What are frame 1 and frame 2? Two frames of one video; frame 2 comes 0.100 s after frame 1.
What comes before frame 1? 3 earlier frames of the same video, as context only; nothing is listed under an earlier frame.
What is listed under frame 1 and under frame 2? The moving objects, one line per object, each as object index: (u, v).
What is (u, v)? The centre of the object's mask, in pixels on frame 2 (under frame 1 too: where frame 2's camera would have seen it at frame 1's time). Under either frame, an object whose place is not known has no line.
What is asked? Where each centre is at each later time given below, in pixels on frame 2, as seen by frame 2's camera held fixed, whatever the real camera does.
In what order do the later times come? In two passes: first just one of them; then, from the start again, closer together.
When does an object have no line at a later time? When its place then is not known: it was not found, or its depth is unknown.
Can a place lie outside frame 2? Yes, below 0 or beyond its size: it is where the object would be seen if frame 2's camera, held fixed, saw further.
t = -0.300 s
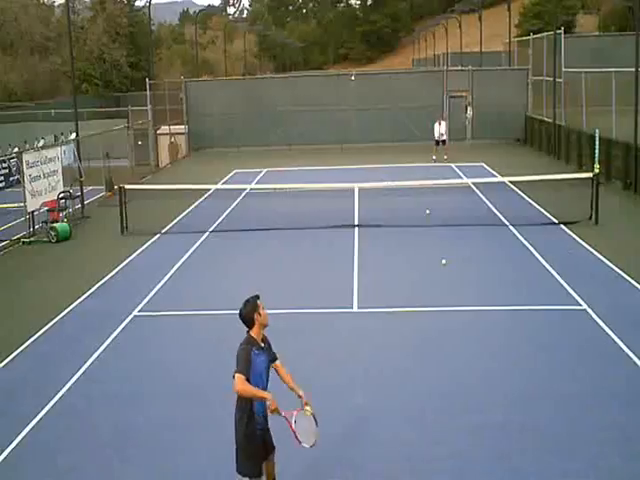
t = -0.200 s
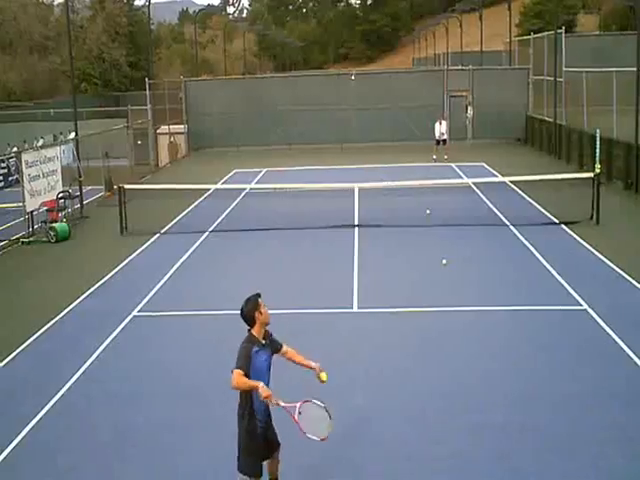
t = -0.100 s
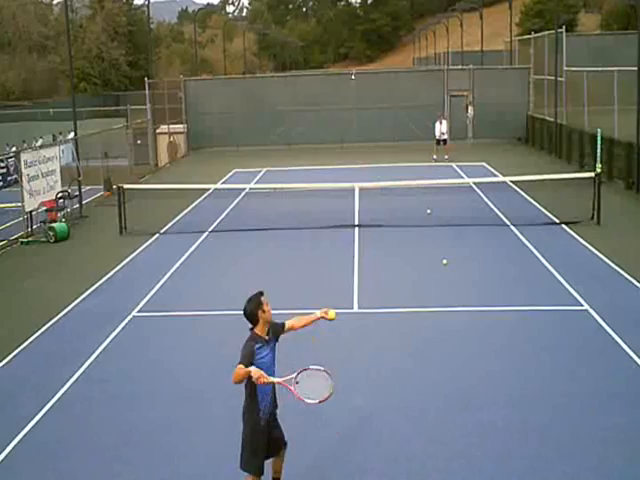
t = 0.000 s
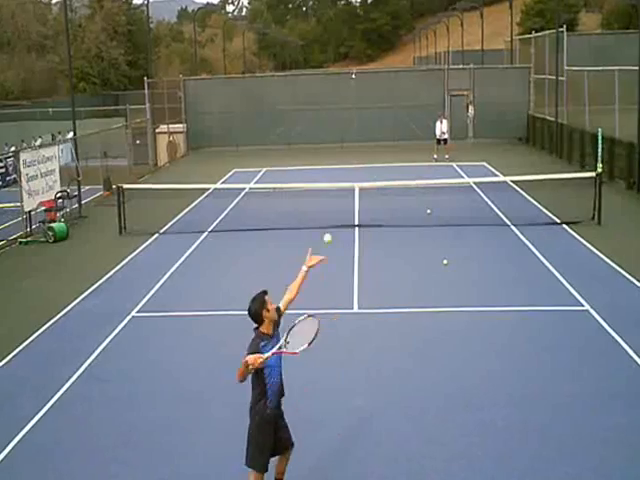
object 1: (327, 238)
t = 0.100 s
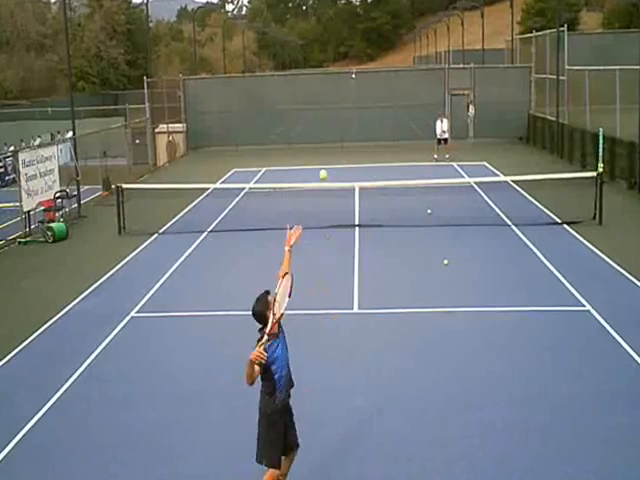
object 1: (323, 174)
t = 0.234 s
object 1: (317, 109)
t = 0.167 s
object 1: (320, 138)
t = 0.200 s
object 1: (319, 123)
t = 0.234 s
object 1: (317, 109)
